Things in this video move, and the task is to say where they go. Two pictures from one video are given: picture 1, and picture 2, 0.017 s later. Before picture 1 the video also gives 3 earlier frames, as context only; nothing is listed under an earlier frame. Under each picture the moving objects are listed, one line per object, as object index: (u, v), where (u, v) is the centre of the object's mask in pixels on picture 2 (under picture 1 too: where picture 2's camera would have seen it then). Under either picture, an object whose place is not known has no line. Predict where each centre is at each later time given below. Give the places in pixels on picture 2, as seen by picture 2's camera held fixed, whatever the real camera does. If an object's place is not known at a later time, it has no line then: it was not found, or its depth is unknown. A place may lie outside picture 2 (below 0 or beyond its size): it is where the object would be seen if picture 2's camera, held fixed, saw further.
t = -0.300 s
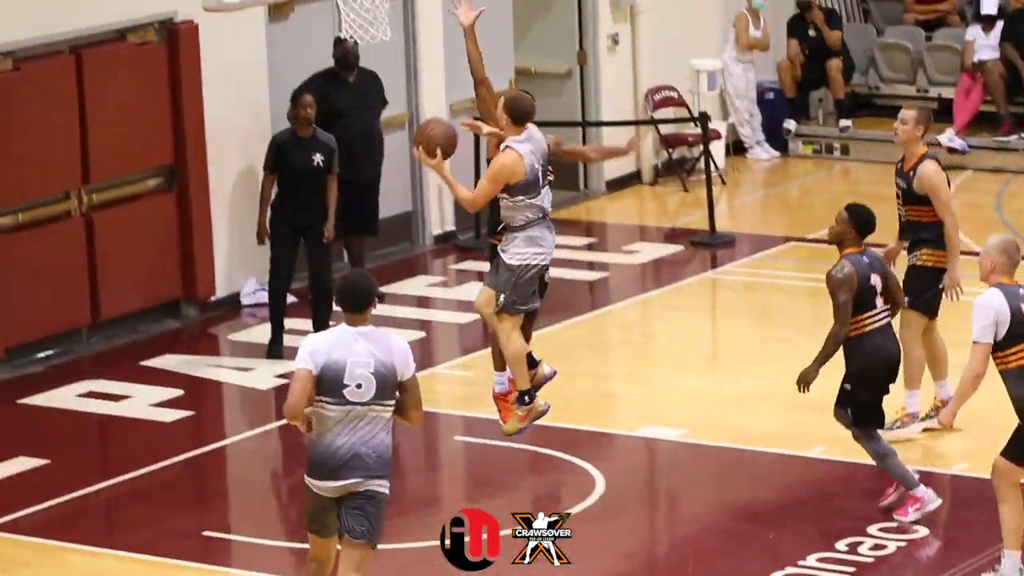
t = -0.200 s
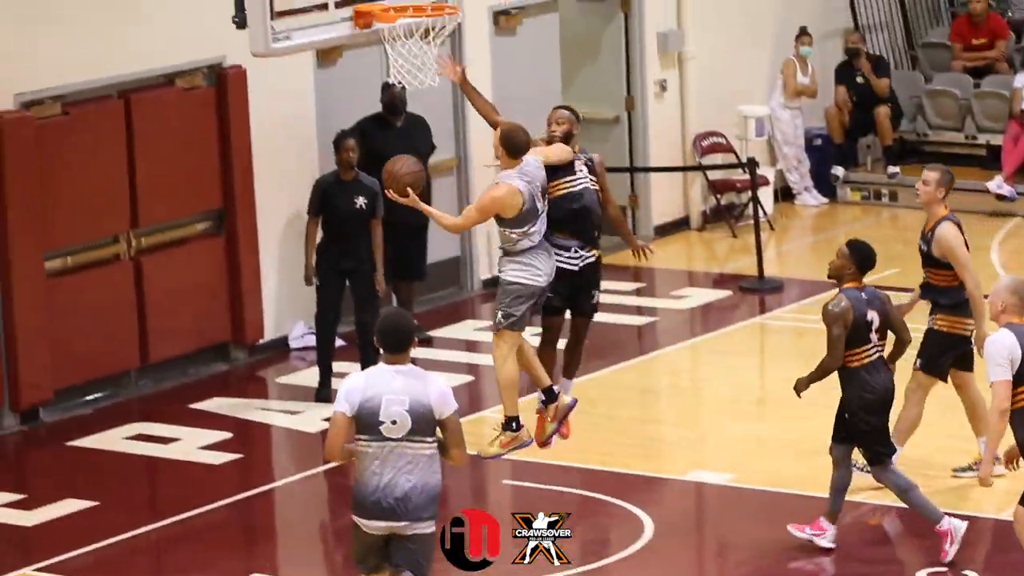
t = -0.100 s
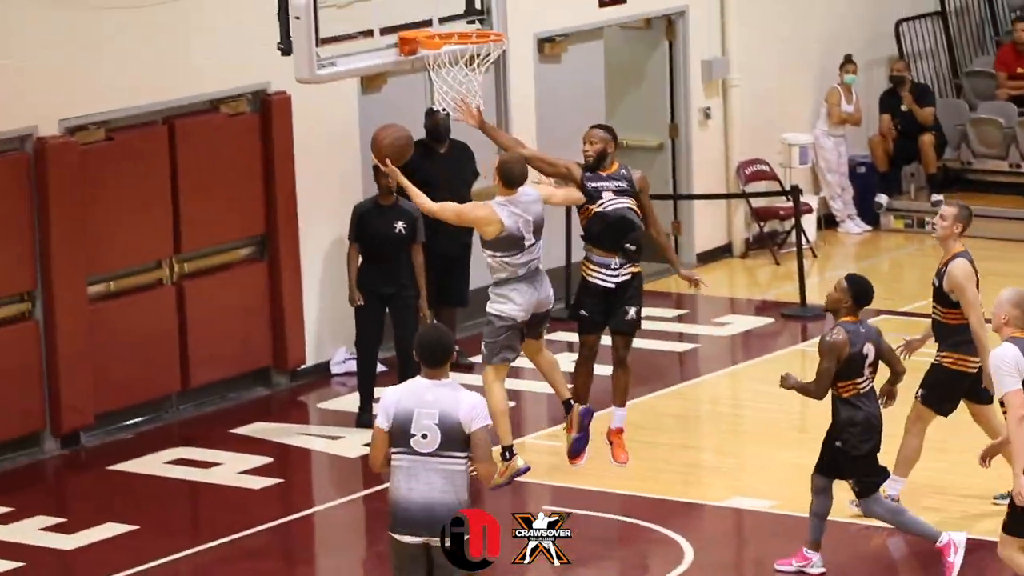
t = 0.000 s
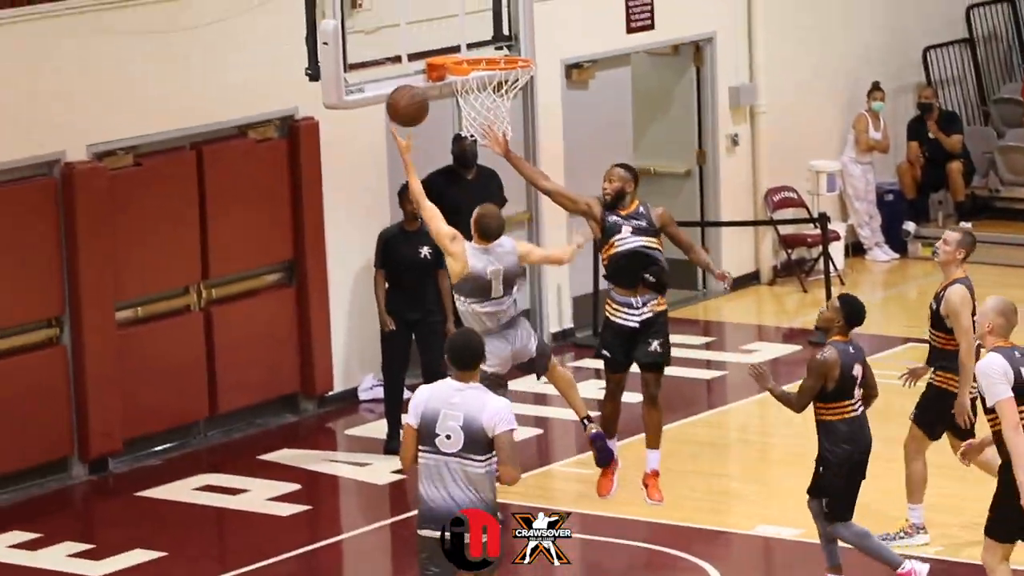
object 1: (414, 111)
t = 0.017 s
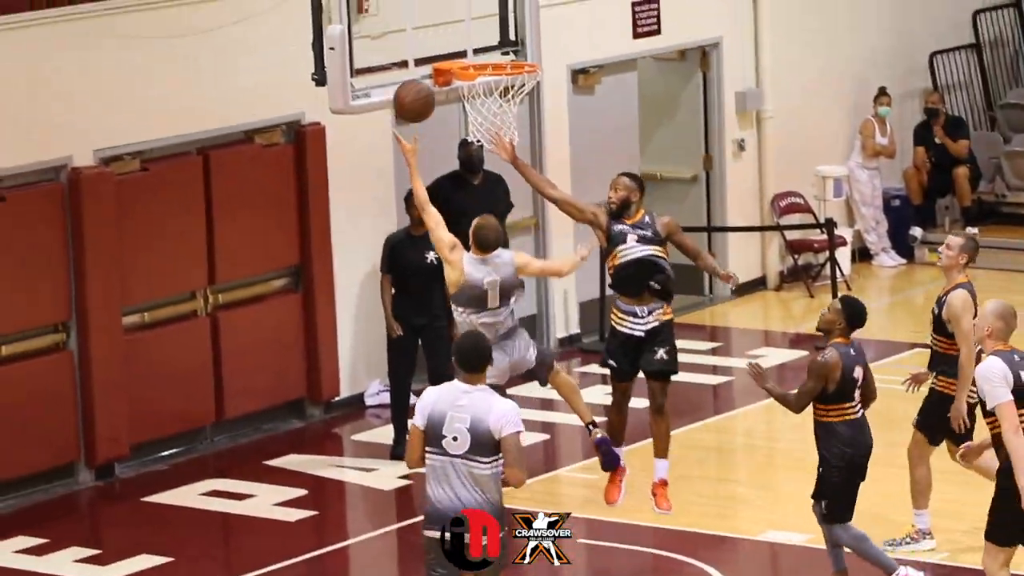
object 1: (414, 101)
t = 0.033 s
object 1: (414, 92)
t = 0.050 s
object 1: (414, 83)
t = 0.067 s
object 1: (413, 75)
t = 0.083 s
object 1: (413, 67)
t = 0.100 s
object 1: (414, 59)
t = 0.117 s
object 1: (414, 52)
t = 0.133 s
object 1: (414, 46)
